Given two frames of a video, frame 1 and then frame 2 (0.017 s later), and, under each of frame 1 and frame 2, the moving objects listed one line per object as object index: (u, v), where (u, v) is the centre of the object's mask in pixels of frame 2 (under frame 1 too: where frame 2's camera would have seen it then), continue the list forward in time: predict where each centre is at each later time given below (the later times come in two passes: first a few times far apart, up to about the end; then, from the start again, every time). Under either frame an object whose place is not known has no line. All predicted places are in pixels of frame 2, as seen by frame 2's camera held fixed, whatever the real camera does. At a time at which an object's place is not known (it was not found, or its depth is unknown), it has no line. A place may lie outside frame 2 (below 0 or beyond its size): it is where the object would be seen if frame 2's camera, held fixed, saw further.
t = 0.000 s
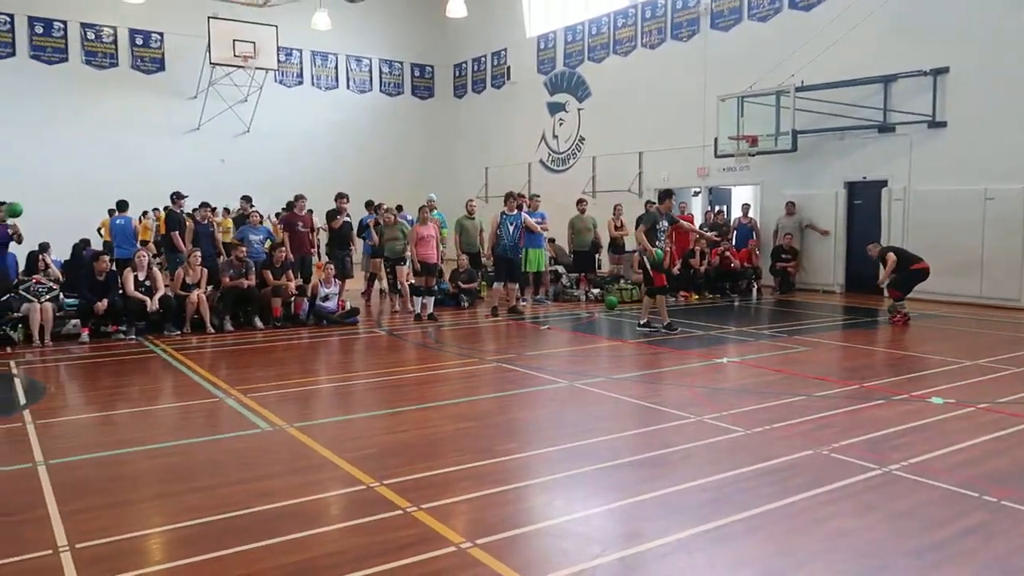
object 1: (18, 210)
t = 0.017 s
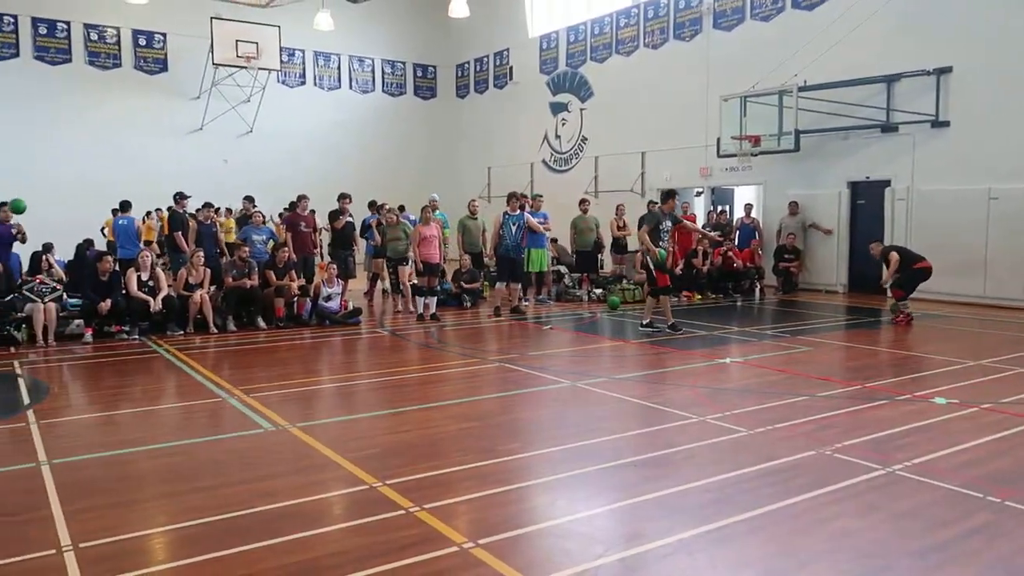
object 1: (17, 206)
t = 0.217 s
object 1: (17, 174)
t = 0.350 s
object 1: (23, 171)
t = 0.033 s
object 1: (17, 202)
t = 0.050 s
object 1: (17, 198)
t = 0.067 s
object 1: (17, 195)
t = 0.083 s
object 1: (17, 192)
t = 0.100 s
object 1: (17, 189)
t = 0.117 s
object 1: (17, 185)
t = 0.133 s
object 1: (17, 183)
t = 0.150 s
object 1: (17, 181)
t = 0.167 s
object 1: (17, 179)
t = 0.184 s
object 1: (17, 177)
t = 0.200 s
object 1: (17, 176)
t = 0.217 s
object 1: (17, 174)
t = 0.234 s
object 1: (17, 173)
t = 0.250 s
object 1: (17, 172)
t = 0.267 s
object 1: (18, 171)
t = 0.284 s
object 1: (18, 170)
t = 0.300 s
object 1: (18, 170)
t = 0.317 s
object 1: (18, 170)
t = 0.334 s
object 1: (19, 170)
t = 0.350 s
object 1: (23, 171)
